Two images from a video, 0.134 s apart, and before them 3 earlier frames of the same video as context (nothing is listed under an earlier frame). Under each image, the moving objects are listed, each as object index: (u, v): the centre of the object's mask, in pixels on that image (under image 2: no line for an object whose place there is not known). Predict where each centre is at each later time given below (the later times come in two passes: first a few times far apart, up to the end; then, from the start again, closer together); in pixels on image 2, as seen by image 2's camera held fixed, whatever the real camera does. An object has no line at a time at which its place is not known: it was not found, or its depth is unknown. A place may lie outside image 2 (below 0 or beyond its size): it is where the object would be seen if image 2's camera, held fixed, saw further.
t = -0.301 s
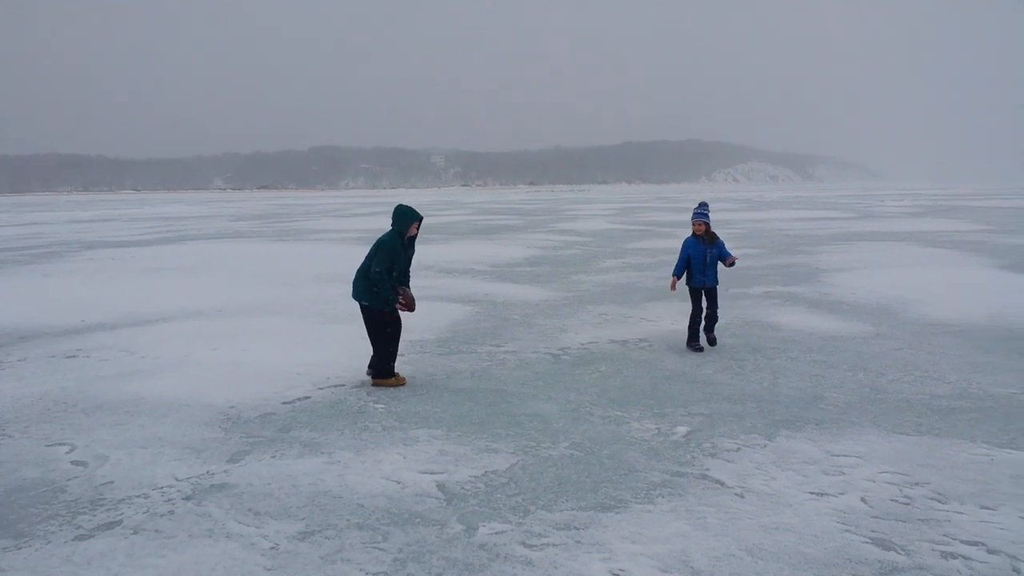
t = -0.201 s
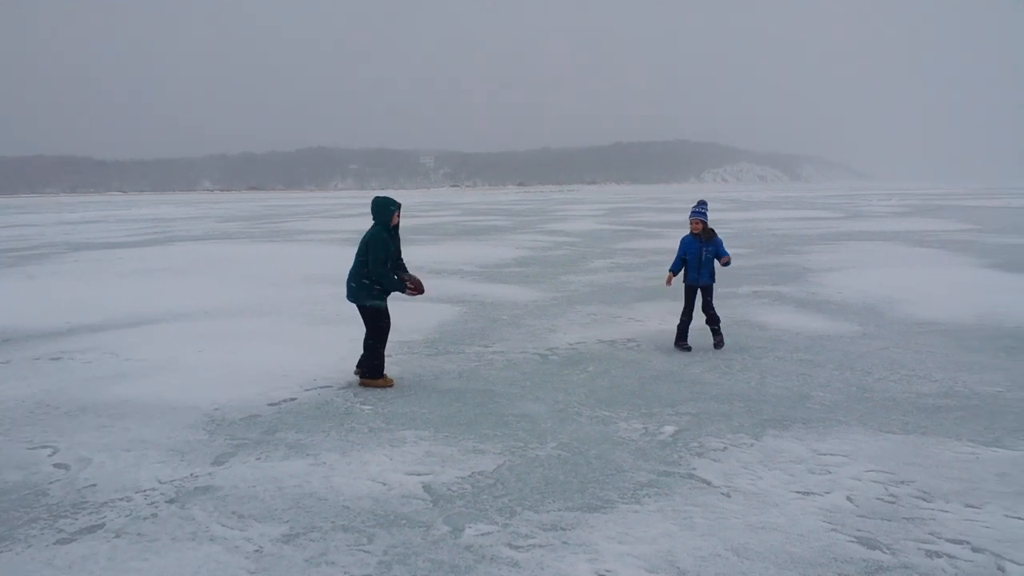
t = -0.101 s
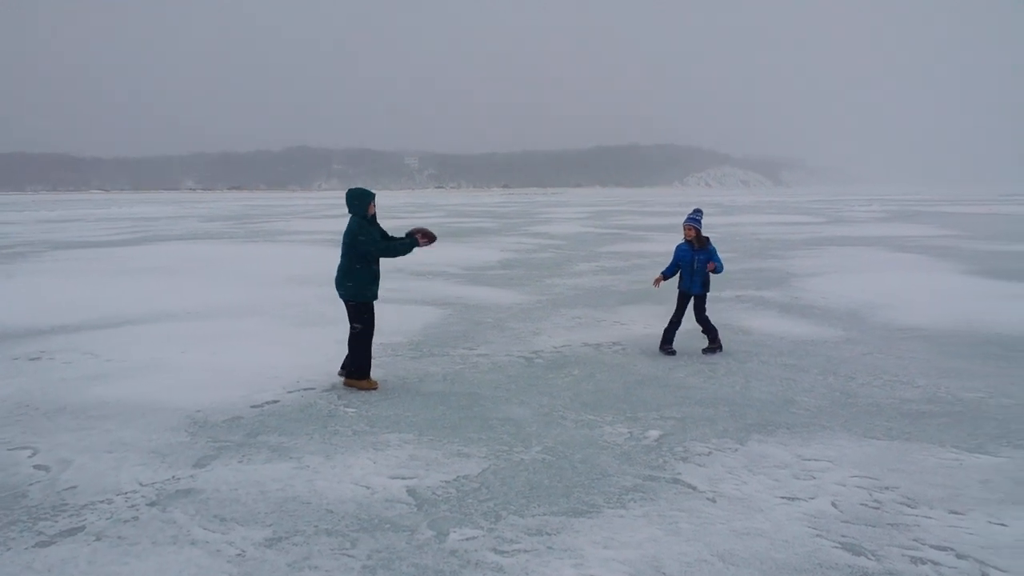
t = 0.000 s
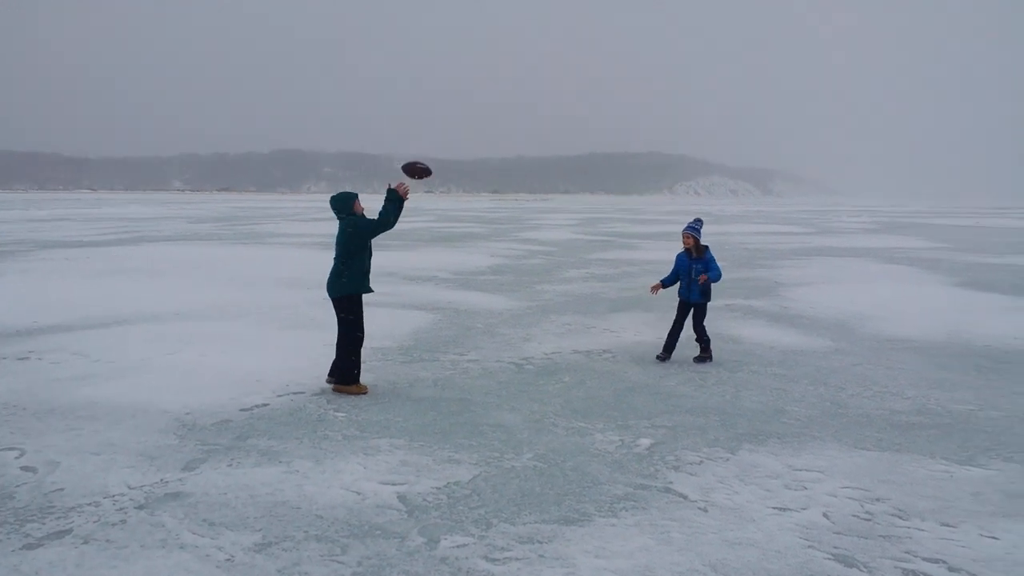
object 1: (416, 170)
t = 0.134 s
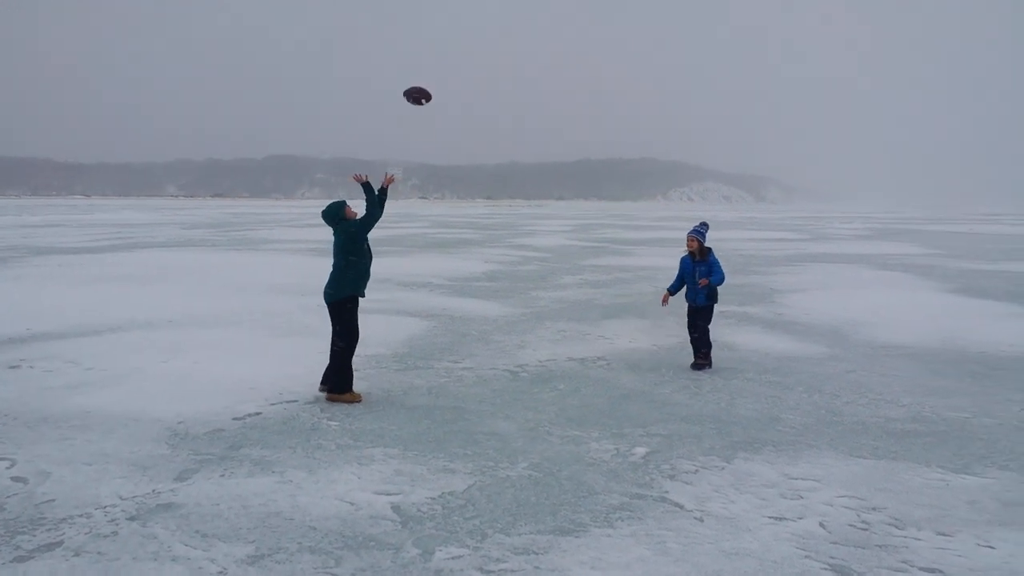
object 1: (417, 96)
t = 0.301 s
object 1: (418, 27)
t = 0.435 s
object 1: (431, 2)
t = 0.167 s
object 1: (417, 79)
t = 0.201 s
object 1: (420, 63)
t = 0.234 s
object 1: (421, 49)
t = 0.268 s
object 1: (421, 37)
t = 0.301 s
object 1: (418, 27)
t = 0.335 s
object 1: (421, 18)
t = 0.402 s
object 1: (428, 3)
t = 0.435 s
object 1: (431, 2)
